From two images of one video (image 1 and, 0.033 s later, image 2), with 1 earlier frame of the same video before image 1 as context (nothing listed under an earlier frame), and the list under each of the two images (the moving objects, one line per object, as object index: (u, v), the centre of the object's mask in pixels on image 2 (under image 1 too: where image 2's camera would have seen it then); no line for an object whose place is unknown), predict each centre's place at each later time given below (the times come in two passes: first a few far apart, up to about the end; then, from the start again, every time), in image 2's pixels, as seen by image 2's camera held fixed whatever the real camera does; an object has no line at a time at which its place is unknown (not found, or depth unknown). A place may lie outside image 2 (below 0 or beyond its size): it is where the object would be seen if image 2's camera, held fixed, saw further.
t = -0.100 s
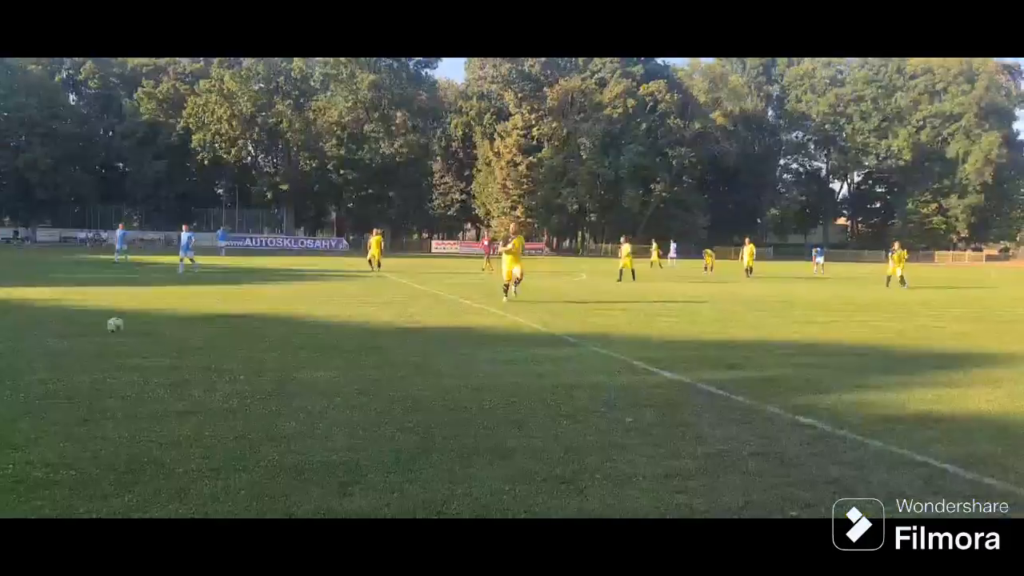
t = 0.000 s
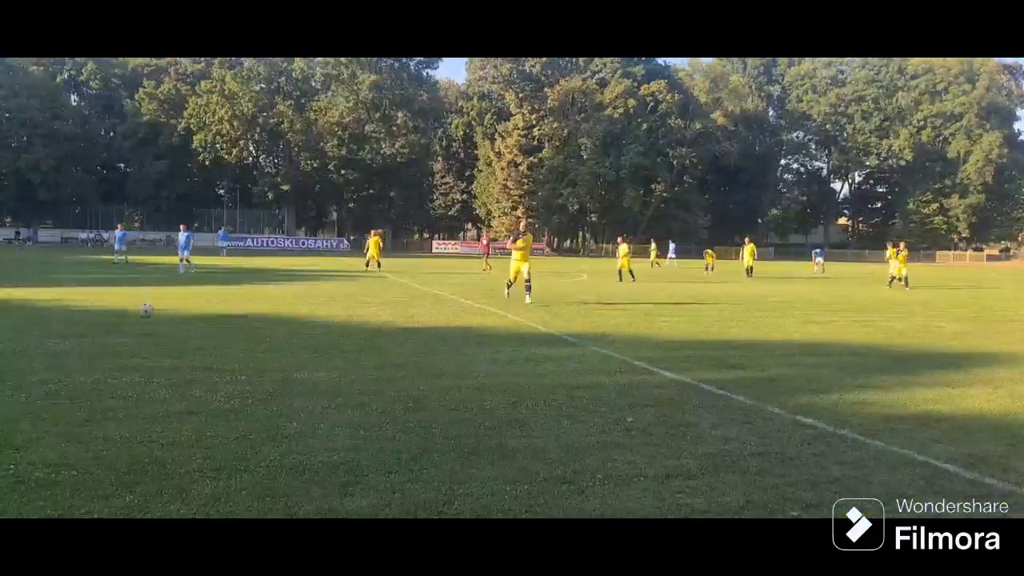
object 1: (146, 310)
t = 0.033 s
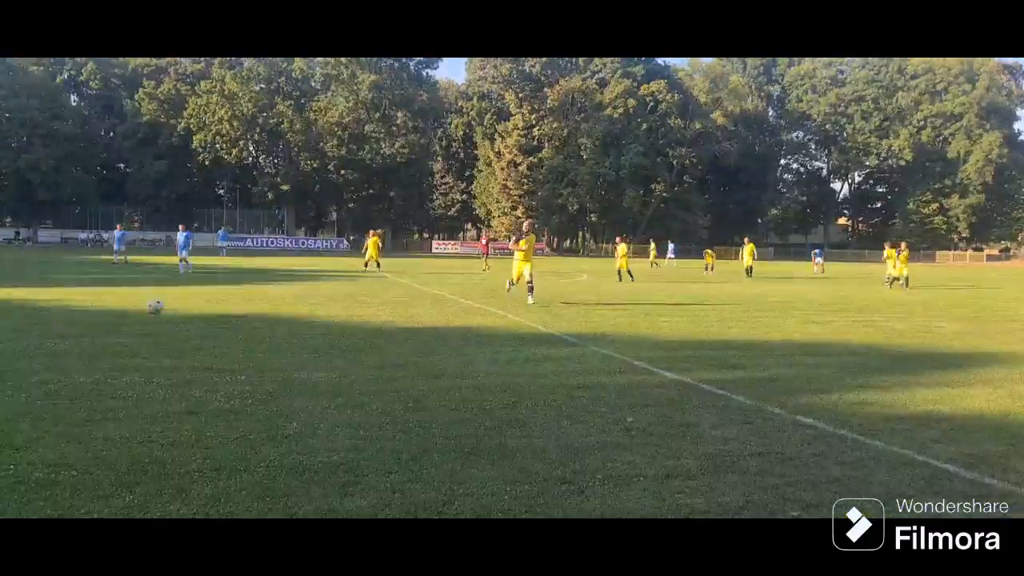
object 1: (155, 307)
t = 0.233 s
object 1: (215, 302)
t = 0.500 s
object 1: (297, 343)
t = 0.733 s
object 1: (364, 317)
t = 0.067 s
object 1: (165, 304)
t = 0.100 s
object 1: (174, 302)
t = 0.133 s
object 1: (185, 301)
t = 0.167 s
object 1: (195, 301)
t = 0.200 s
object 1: (205, 301)
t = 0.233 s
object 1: (215, 302)
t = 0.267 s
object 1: (225, 305)
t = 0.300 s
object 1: (236, 307)
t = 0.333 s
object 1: (246, 310)
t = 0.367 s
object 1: (255, 315)
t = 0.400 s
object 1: (265, 321)
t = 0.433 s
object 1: (276, 328)
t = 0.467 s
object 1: (286, 335)
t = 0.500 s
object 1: (297, 343)
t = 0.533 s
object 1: (306, 340)
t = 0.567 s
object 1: (316, 334)
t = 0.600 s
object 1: (325, 329)
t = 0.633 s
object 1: (334, 325)
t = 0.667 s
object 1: (344, 322)
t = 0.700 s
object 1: (354, 319)
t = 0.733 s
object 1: (364, 317)
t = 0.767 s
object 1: (373, 317)
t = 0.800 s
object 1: (382, 317)
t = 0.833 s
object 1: (392, 318)
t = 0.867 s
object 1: (402, 319)
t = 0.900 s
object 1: (411, 321)
